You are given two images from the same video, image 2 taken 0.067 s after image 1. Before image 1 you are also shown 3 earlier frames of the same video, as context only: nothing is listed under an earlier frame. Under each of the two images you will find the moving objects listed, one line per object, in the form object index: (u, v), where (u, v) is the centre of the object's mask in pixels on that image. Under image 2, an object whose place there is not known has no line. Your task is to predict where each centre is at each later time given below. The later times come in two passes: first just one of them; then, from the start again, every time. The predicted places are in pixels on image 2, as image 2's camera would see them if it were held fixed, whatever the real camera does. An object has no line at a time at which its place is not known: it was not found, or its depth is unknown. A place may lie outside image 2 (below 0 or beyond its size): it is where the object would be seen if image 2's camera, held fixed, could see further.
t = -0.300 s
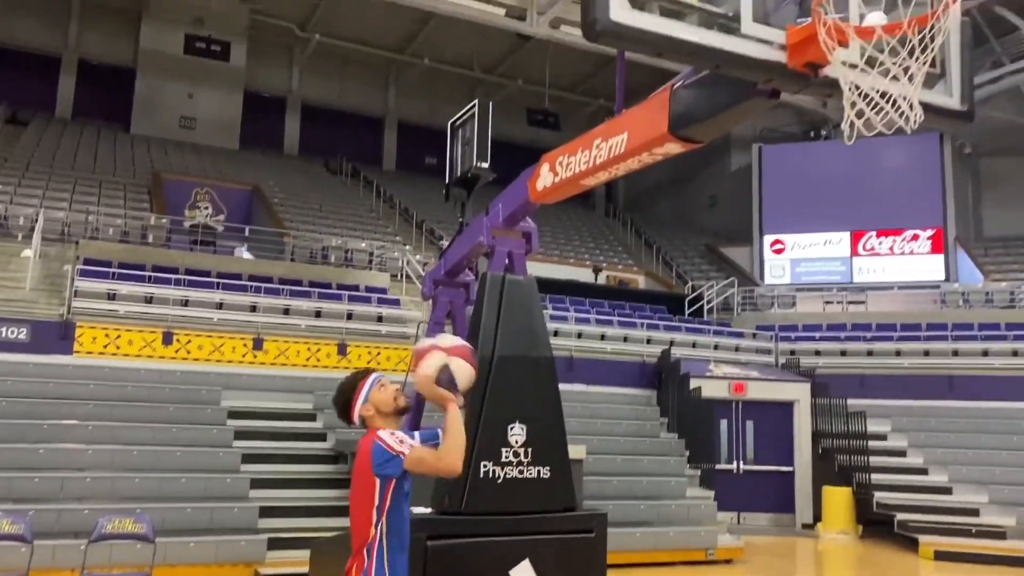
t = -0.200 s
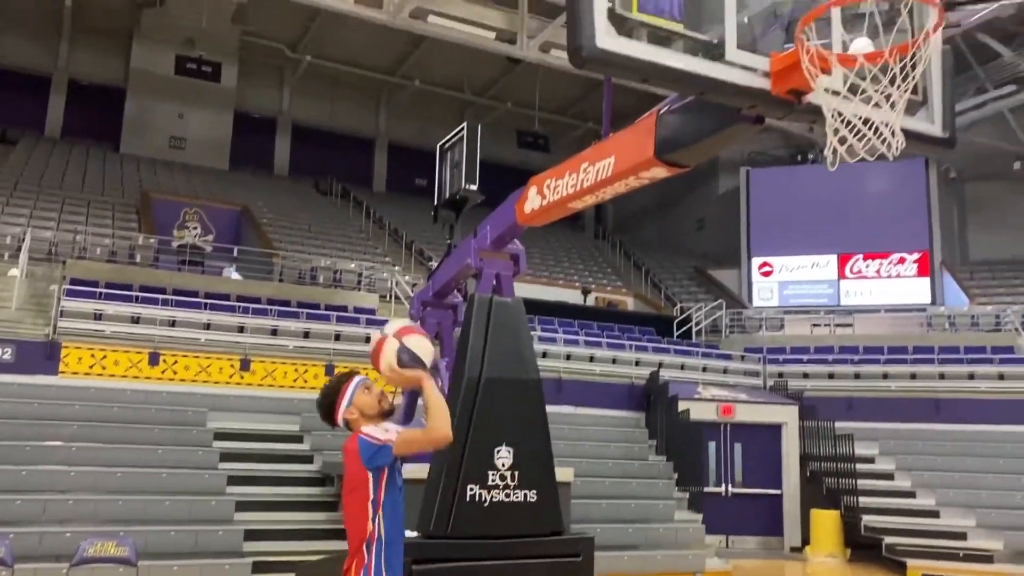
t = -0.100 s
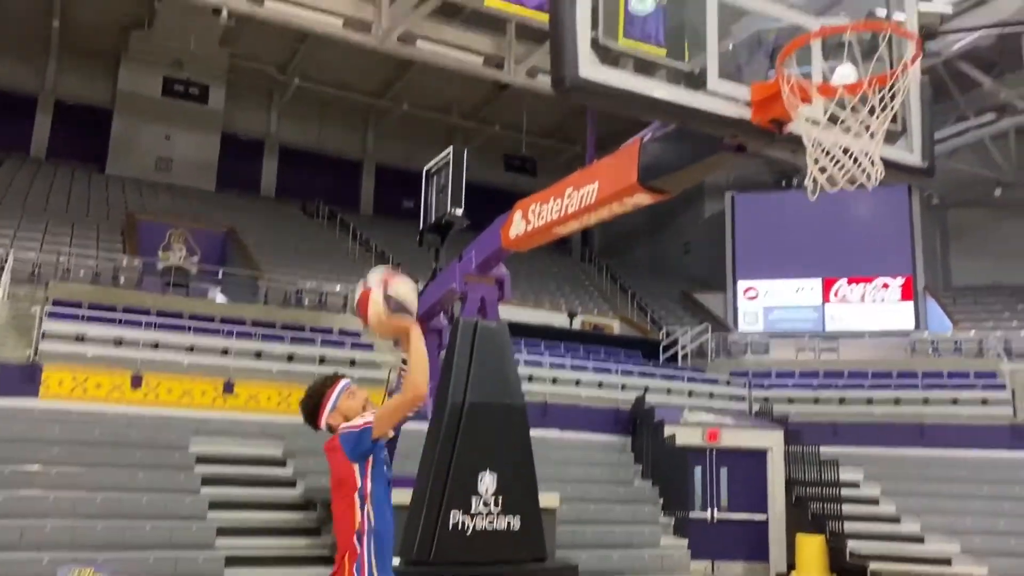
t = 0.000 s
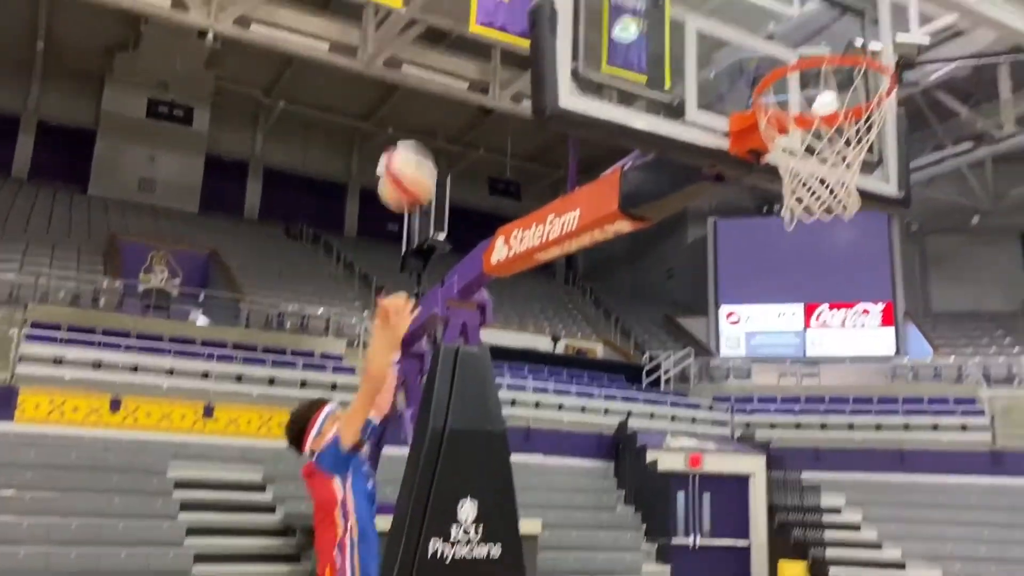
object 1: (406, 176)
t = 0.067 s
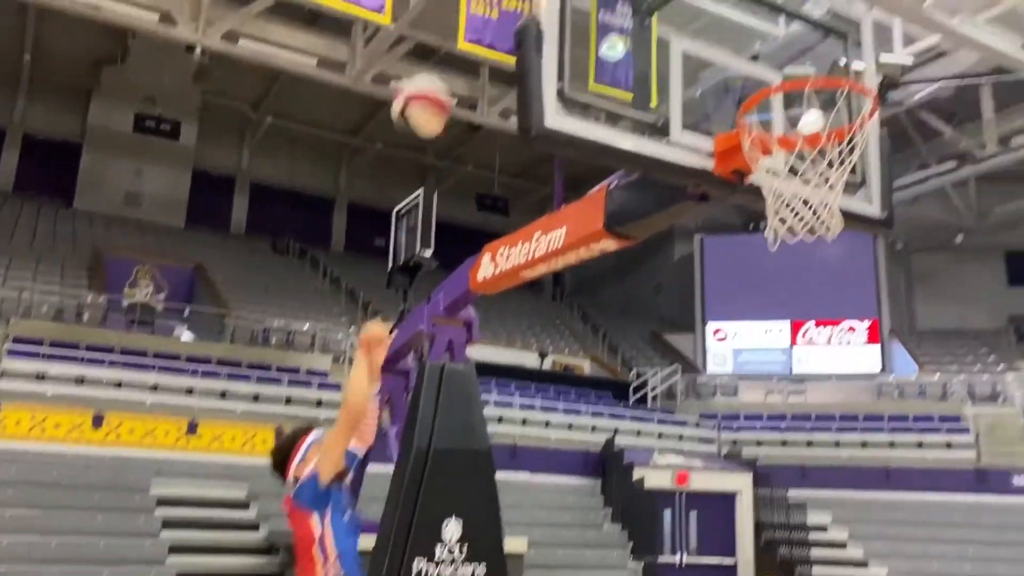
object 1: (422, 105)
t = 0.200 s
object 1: (477, -25)
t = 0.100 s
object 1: (435, 65)
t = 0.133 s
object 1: (449, 29)
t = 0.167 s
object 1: (464, -4)
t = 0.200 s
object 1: (477, -25)
